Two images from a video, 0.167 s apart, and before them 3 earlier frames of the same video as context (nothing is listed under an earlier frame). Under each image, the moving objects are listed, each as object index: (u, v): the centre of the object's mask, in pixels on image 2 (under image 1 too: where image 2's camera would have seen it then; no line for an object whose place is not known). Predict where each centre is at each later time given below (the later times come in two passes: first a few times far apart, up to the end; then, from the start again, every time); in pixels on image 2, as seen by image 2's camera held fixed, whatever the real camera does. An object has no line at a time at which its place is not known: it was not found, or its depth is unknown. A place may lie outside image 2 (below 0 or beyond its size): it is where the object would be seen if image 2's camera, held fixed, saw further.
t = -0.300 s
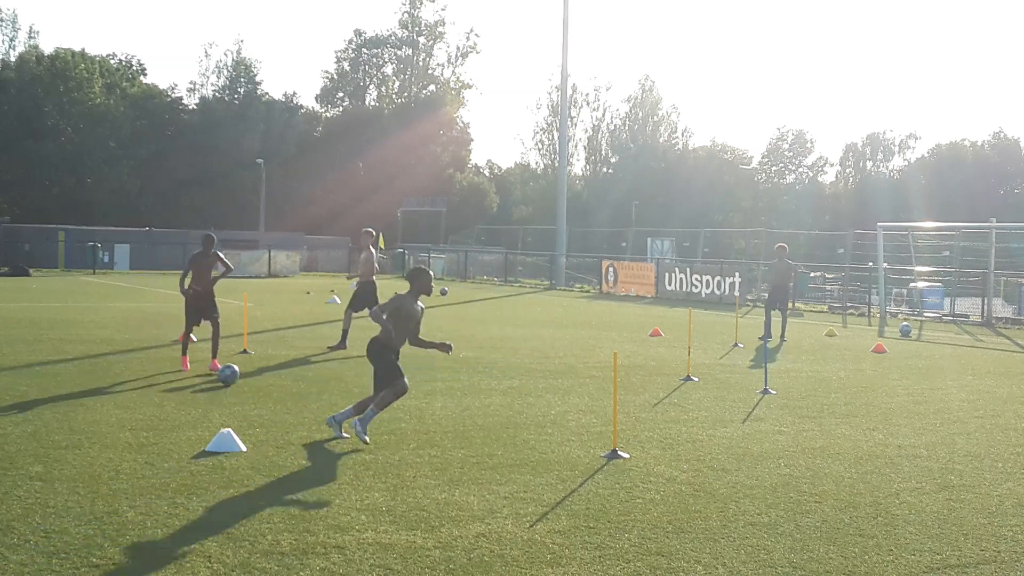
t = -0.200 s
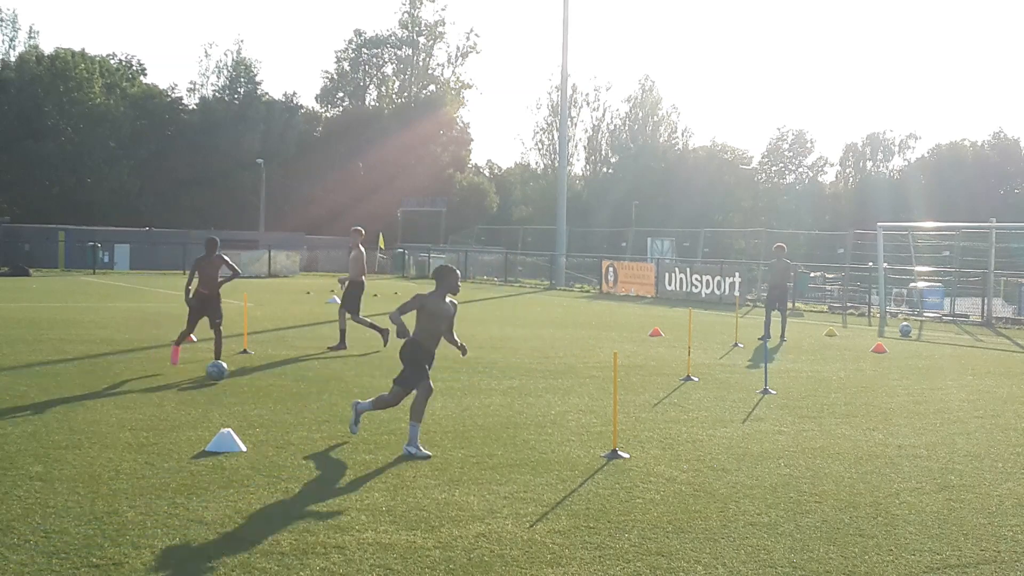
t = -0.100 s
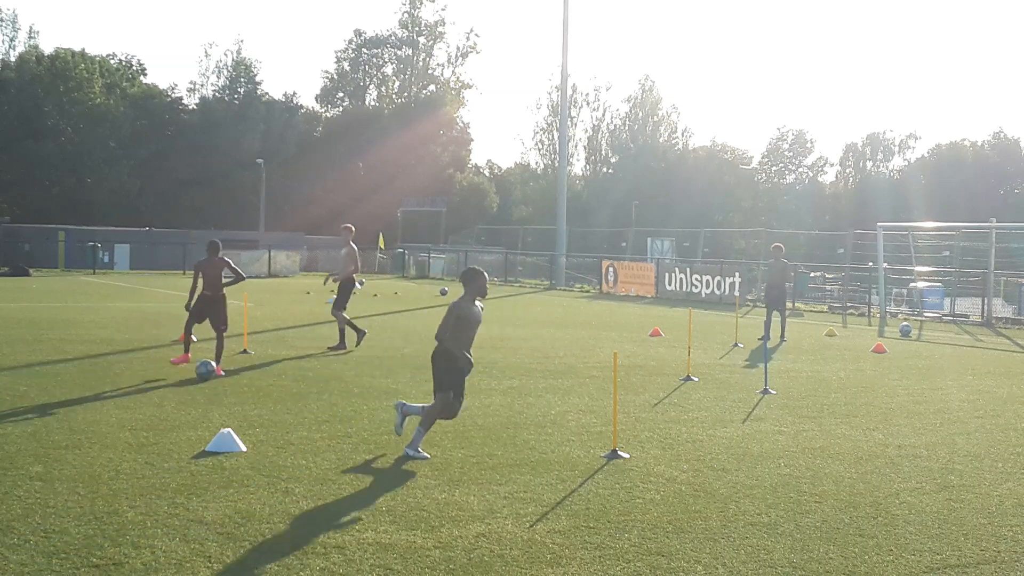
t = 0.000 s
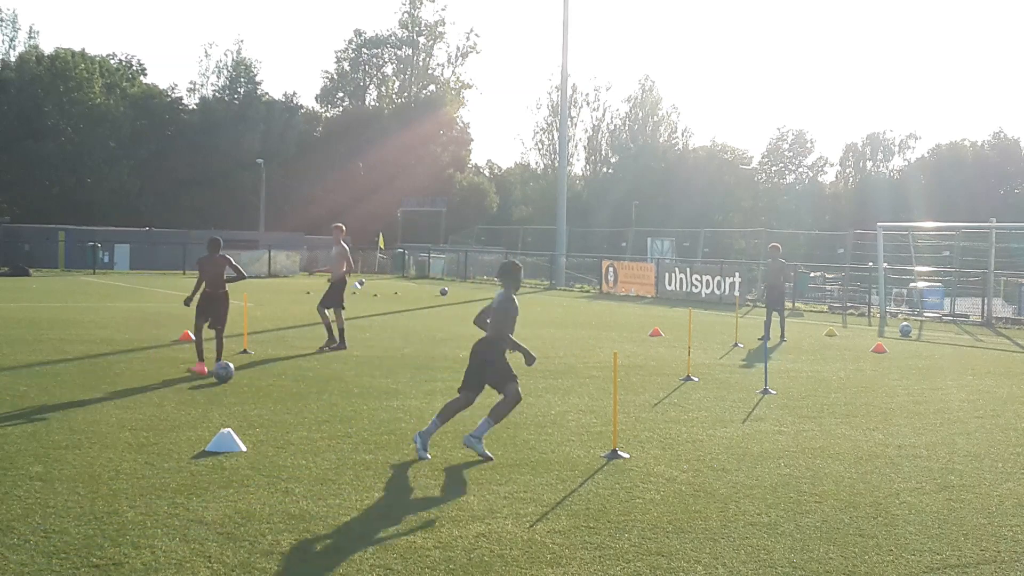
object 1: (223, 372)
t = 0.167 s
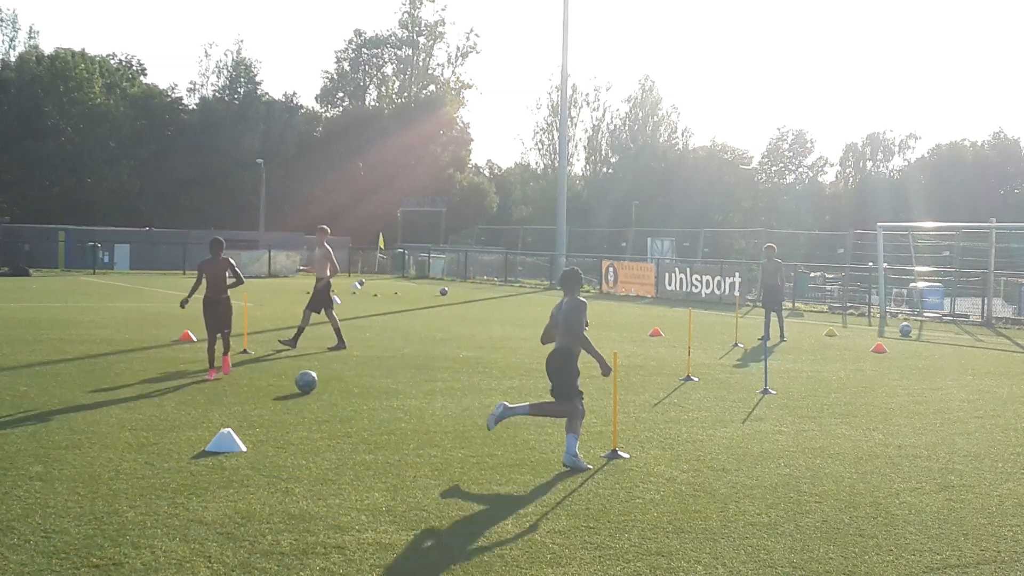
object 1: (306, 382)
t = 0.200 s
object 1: (323, 384)
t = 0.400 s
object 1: (421, 395)
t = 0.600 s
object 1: (514, 407)
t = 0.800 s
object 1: (596, 416)
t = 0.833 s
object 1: (608, 418)
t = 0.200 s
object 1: (323, 384)
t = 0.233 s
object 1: (340, 386)
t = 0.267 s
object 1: (356, 388)
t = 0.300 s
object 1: (373, 390)
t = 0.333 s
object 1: (389, 392)
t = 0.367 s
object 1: (405, 393)
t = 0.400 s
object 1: (421, 395)
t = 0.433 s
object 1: (437, 398)
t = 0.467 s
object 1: (453, 399)
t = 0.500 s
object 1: (468, 399)
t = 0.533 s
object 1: (483, 401)
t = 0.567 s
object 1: (499, 404)
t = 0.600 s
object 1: (514, 407)
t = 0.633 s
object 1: (527, 407)
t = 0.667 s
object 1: (541, 408)
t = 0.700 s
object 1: (555, 411)
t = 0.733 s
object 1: (569, 413)
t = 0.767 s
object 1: (583, 414)
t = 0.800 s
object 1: (596, 416)
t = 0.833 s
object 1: (608, 418)
